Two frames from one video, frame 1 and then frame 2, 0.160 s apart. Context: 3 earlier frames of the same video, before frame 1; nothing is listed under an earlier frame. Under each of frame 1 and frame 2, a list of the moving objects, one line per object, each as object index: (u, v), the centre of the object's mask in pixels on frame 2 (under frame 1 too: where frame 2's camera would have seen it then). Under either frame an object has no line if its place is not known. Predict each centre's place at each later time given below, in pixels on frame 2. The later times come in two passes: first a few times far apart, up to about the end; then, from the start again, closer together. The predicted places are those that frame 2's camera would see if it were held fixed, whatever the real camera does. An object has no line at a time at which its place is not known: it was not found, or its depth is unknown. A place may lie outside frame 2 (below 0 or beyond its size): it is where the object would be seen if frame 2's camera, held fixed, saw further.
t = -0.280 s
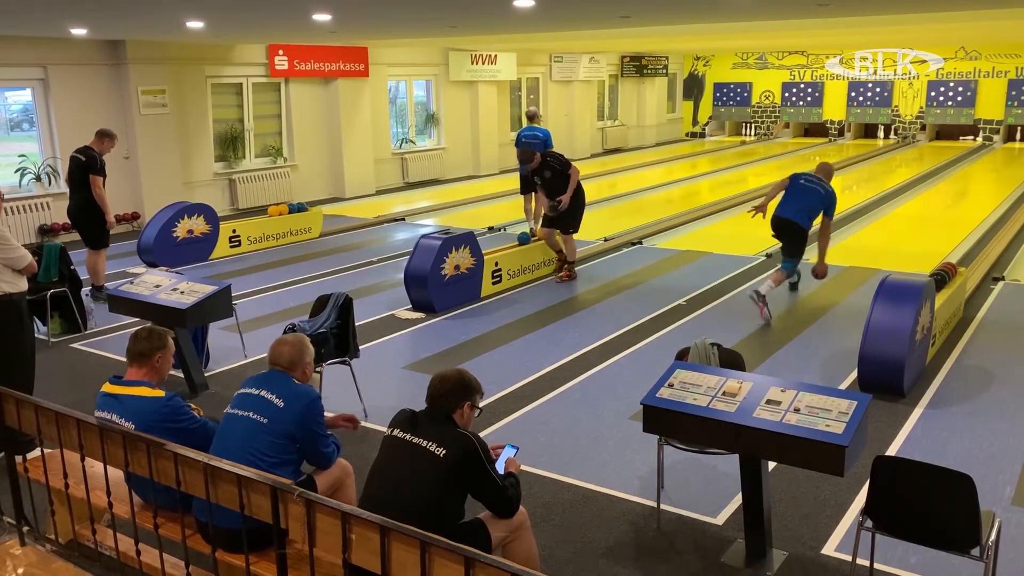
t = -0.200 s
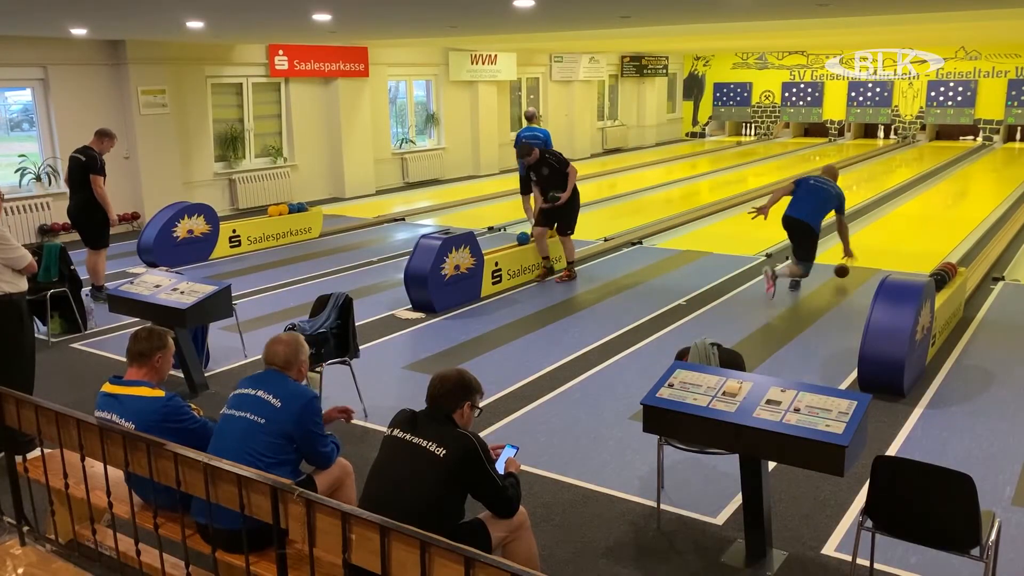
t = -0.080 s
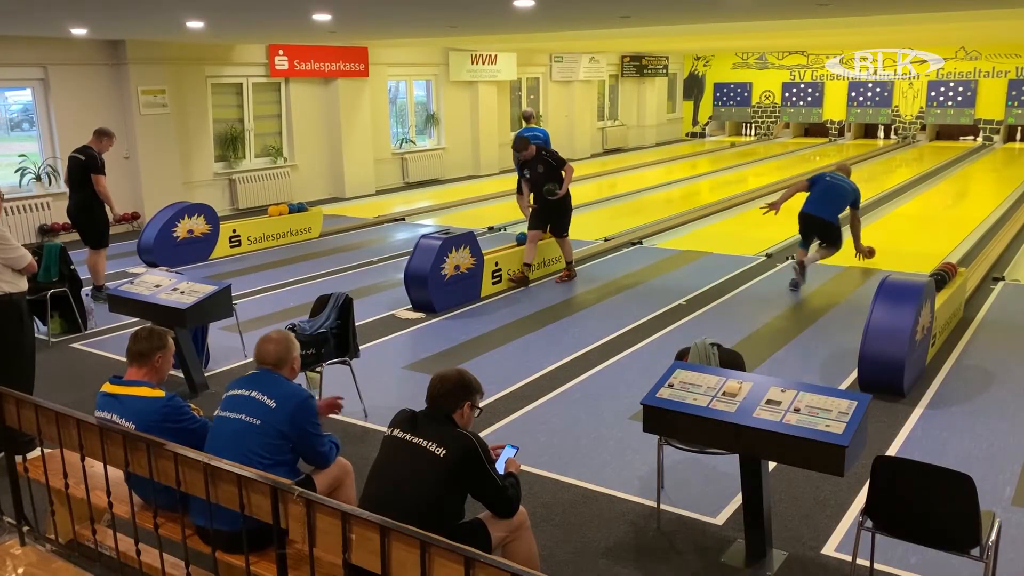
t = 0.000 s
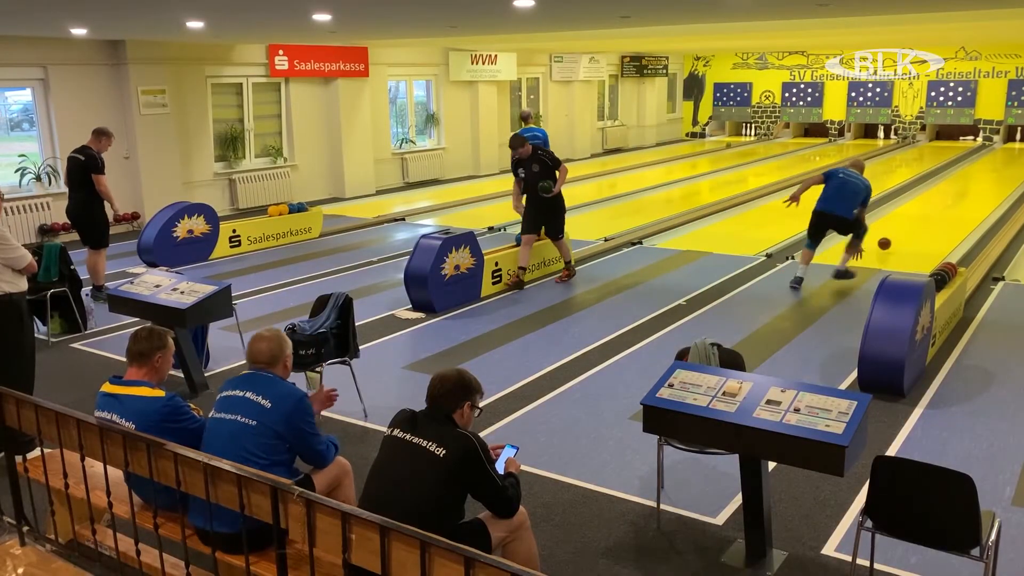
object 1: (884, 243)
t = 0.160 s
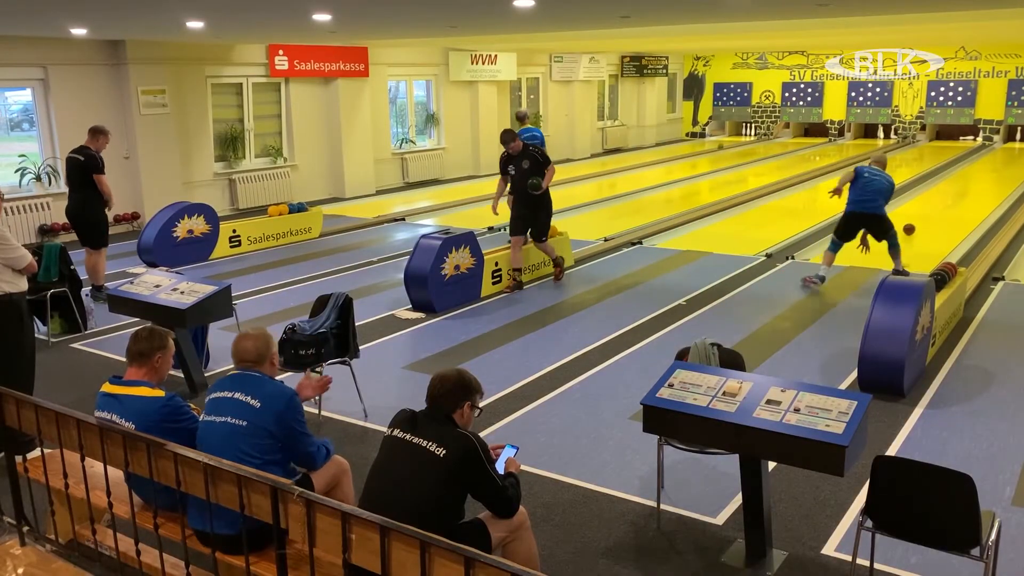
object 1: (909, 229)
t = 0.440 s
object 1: (944, 205)
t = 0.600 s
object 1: (956, 194)
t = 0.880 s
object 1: (981, 179)
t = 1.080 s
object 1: (994, 171)
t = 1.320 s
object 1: (1007, 161)
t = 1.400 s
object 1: (1011, 159)
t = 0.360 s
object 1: (935, 211)
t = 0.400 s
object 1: (941, 207)
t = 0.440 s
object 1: (944, 205)
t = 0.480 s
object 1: (948, 202)
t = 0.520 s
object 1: (952, 199)
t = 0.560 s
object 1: (953, 197)
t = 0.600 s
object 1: (956, 194)
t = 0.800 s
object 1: (976, 182)
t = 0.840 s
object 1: (979, 180)
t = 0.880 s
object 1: (981, 179)
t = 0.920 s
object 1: (985, 177)
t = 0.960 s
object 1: (987, 176)
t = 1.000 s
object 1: (990, 173)
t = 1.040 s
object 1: (992, 172)
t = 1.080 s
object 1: (994, 171)
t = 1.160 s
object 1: (999, 167)
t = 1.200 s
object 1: (1001, 165)
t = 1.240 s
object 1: (1003, 164)
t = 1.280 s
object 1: (1005, 163)
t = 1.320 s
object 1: (1007, 161)
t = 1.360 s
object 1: (1008, 160)
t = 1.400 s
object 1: (1011, 159)
